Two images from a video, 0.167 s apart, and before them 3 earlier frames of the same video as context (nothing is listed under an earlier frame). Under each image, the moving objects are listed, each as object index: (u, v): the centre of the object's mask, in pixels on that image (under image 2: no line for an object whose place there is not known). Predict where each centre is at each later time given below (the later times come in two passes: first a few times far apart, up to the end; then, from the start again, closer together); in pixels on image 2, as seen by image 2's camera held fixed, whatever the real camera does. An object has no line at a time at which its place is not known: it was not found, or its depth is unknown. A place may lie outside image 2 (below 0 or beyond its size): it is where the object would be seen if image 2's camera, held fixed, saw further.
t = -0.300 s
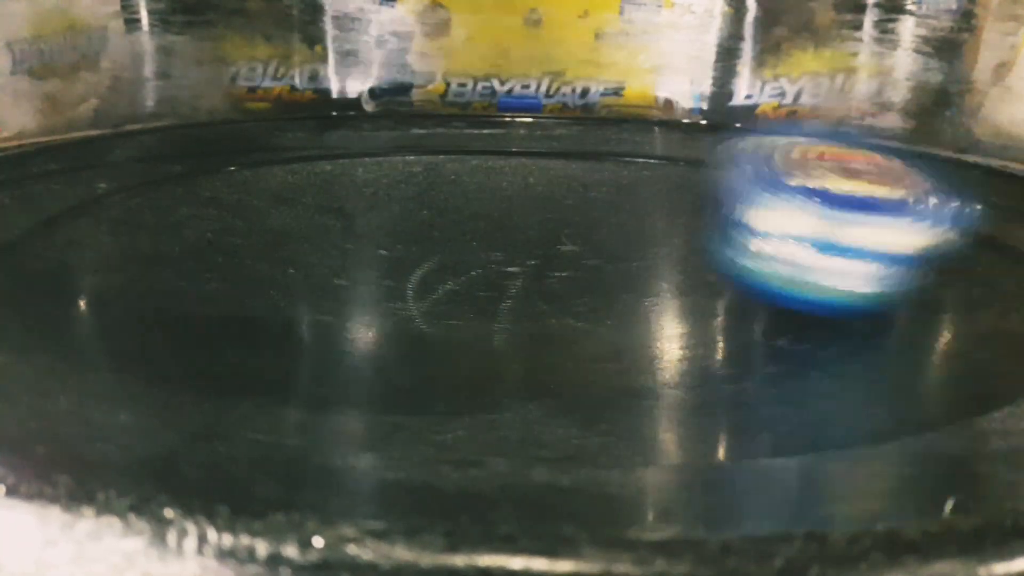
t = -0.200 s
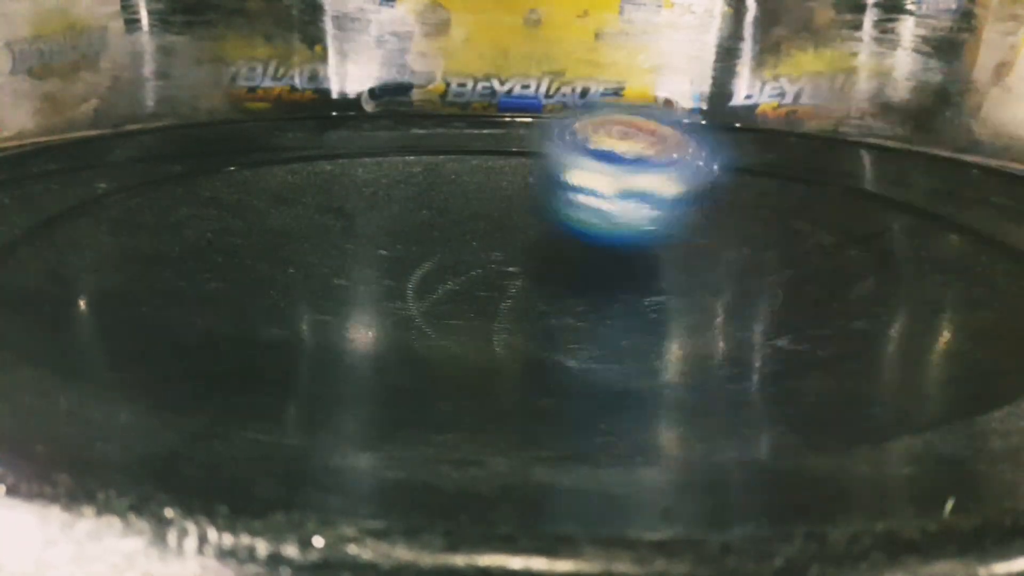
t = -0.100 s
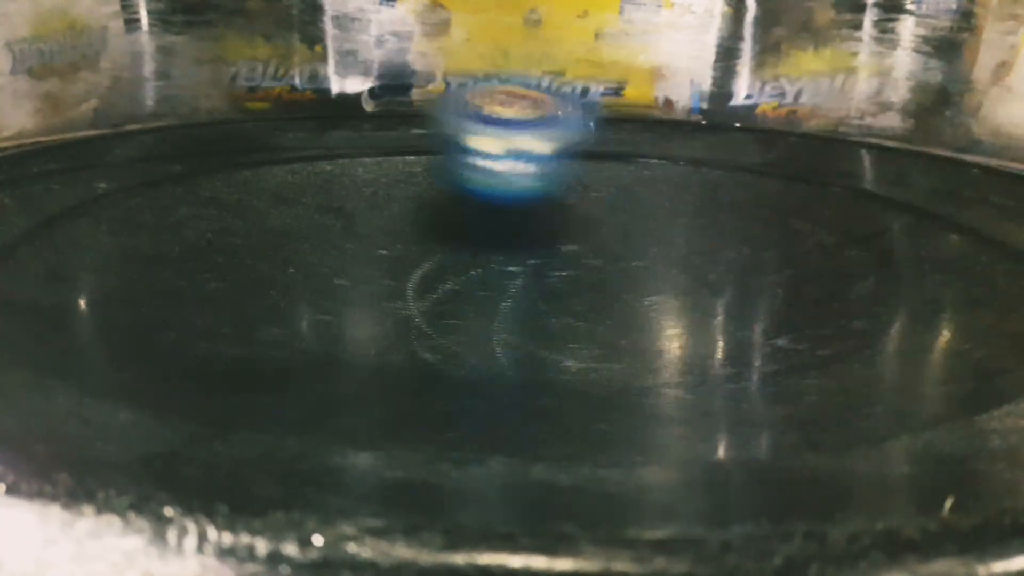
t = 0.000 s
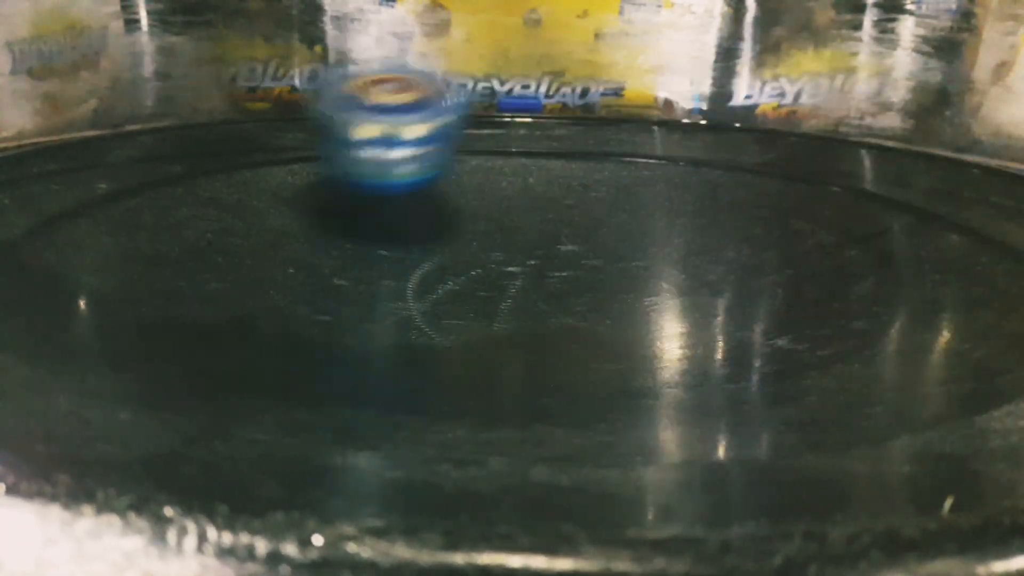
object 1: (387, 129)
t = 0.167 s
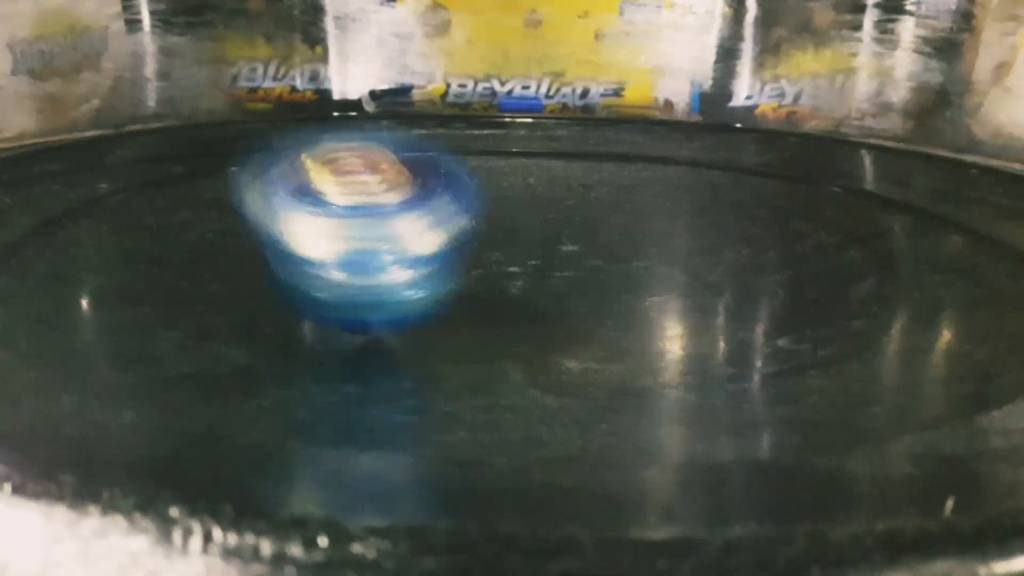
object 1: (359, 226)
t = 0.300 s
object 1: (653, 292)
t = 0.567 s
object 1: (904, 180)
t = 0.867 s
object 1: (313, 136)
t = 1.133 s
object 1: (505, 296)
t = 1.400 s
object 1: (895, 146)
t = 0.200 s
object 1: (389, 244)
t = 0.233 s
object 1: (431, 263)
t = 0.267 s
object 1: (561, 285)
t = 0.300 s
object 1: (653, 292)
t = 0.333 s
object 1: (747, 287)
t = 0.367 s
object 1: (834, 281)
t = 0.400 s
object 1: (882, 269)
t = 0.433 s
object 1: (932, 240)
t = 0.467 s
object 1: (937, 227)
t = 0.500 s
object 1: (935, 214)
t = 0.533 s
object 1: (927, 197)
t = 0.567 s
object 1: (904, 180)
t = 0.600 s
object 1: (838, 159)
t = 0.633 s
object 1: (836, 142)
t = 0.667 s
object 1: (726, 115)
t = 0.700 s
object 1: (672, 109)
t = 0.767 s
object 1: (462, 121)
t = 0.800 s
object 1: (430, 124)
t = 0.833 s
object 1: (371, 129)
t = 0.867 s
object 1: (313, 136)
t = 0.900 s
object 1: (250, 147)
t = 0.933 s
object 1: (147, 175)
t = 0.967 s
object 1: (109, 192)
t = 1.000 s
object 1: (99, 210)
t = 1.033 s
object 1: (107, 234)
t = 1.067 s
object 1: (134, 270)
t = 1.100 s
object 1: (313, 284)
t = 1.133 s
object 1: (505, 296)
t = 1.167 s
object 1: (725, 295)
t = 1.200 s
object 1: (844, 288)
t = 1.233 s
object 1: (908, 265)
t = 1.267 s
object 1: (966, 215)
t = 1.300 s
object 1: (973, 192)
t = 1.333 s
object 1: (966, 179)
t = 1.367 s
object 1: (946, 160)
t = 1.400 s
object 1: (895, 146)
